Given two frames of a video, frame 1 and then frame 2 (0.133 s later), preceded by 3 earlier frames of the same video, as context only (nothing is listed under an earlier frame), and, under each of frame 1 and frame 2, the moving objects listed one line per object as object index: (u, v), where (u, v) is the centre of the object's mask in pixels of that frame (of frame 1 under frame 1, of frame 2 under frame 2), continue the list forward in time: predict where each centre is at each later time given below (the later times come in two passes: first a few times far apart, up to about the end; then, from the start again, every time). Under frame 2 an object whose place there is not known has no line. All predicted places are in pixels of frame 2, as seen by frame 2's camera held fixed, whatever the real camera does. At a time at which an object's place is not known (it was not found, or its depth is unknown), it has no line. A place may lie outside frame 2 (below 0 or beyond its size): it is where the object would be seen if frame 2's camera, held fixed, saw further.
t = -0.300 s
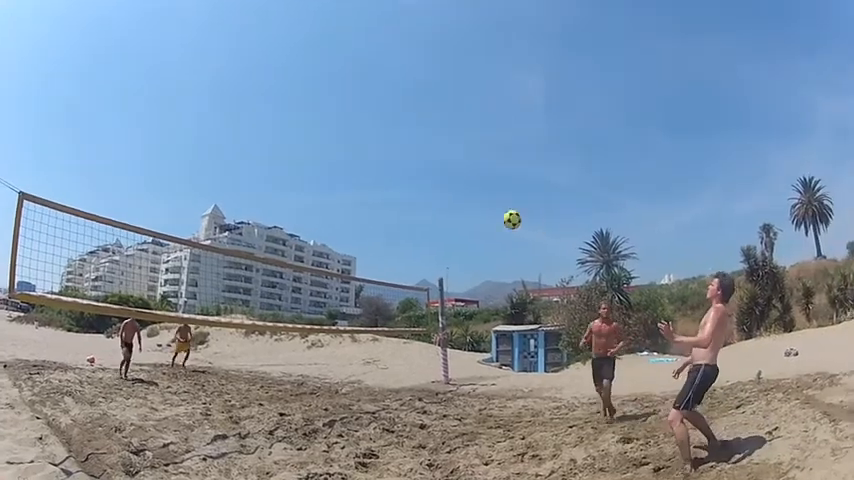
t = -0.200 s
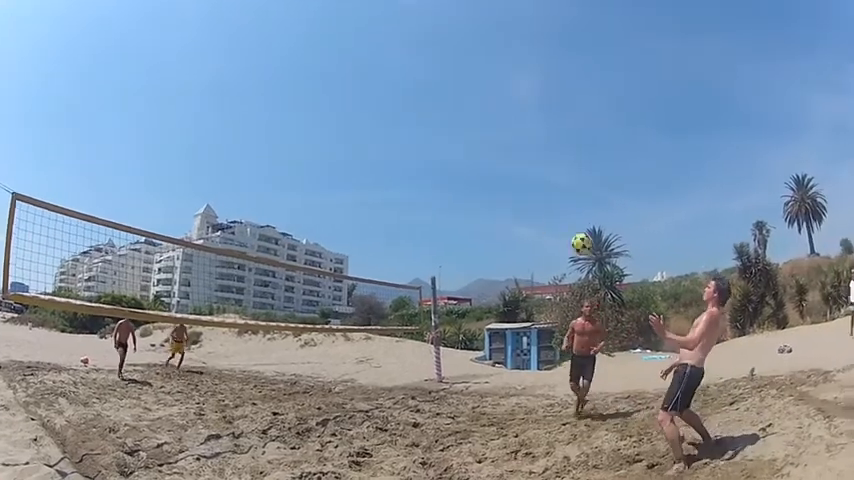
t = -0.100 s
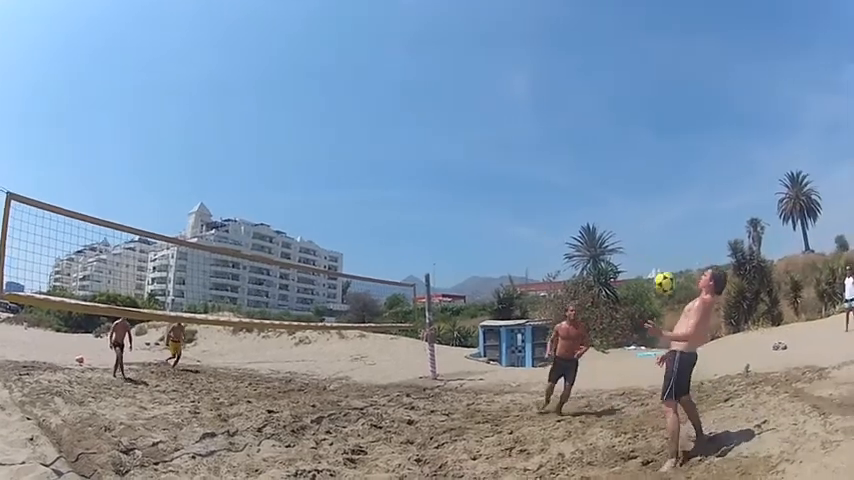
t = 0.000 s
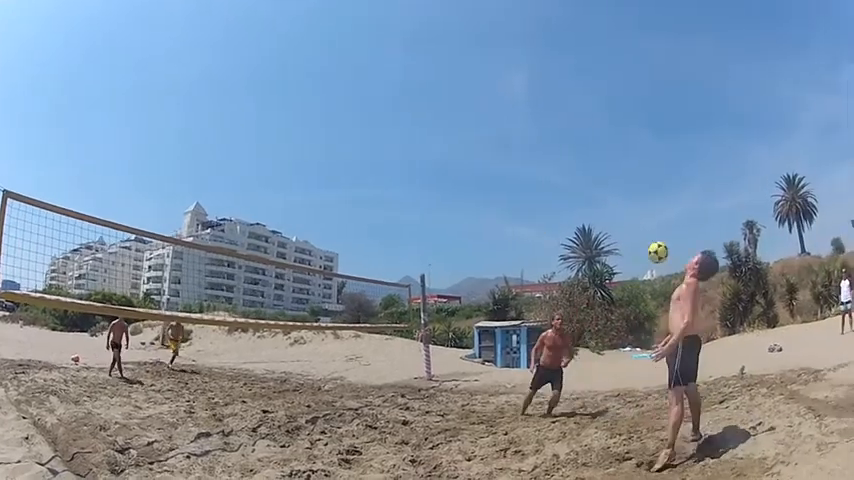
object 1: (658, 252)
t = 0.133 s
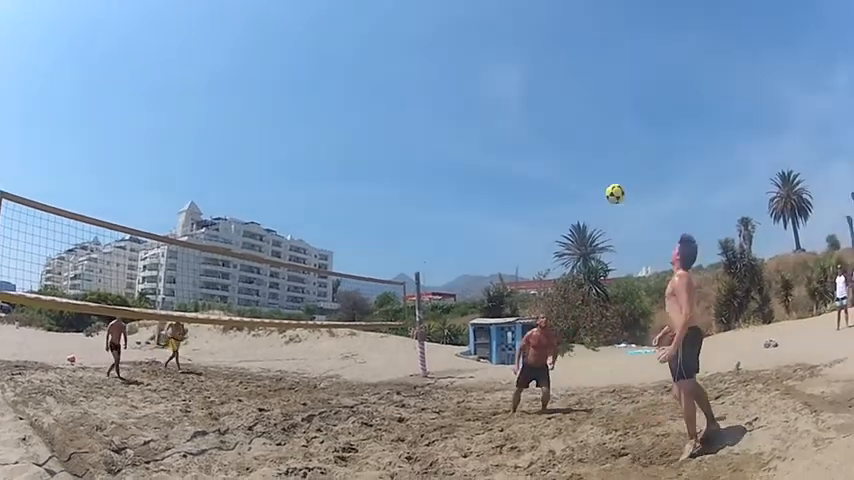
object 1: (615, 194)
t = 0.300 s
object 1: (576, 154)
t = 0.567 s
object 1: (534, 148)
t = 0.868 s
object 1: (499, 205)
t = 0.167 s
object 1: (606, 183)
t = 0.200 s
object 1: (598, 173)
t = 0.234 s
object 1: (590, 166)
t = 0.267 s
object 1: (583, 159)
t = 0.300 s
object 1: (576, 154)
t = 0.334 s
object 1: (569, 149)
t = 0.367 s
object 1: (563, 147)
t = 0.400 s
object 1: (557, 144)
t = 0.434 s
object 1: (552, 143)
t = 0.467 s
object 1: (547, 142)
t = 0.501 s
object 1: (542, 143)
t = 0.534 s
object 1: (538, 145)
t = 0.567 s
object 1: (534, 148)
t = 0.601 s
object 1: (530, 153)
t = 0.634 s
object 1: (527, 157)
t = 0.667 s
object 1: (522, 162)
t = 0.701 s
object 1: (518, 169)
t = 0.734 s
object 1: (514, 175)
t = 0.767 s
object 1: (510, 181)
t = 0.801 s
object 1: (506, 189)
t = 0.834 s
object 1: (502, 197)
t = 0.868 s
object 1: (499, 205)
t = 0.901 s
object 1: (496, 215)
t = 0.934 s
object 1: (493, 224)
